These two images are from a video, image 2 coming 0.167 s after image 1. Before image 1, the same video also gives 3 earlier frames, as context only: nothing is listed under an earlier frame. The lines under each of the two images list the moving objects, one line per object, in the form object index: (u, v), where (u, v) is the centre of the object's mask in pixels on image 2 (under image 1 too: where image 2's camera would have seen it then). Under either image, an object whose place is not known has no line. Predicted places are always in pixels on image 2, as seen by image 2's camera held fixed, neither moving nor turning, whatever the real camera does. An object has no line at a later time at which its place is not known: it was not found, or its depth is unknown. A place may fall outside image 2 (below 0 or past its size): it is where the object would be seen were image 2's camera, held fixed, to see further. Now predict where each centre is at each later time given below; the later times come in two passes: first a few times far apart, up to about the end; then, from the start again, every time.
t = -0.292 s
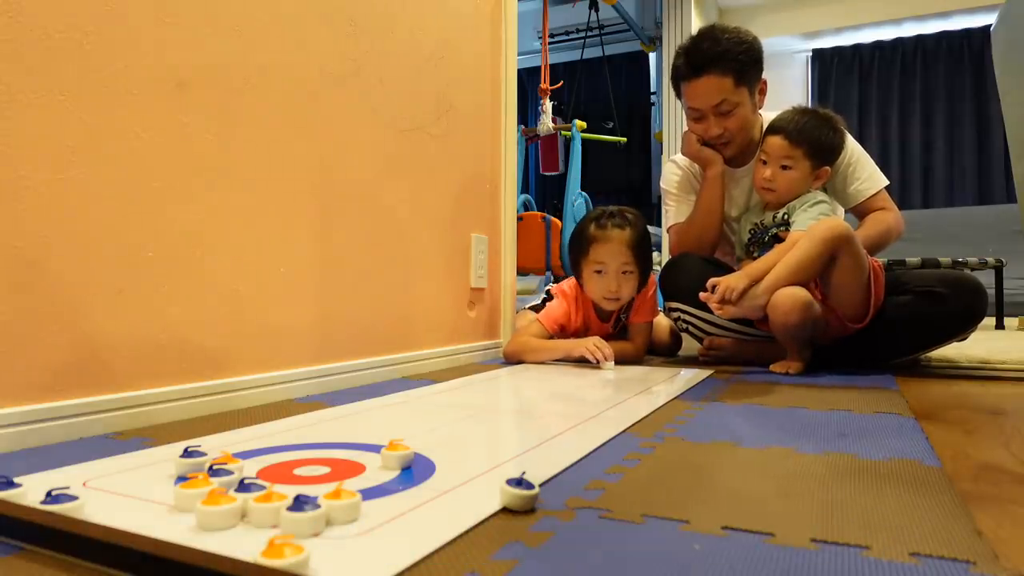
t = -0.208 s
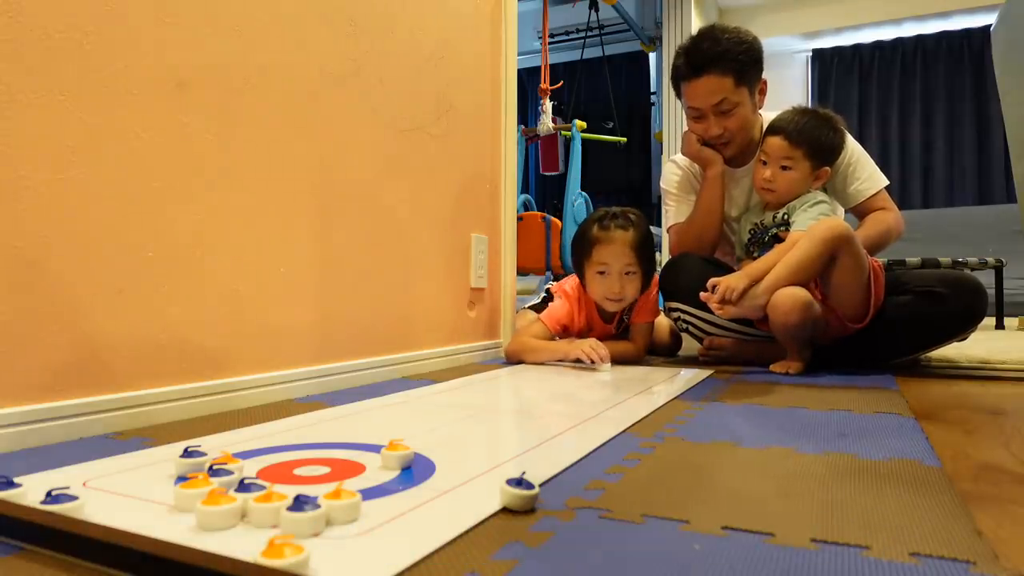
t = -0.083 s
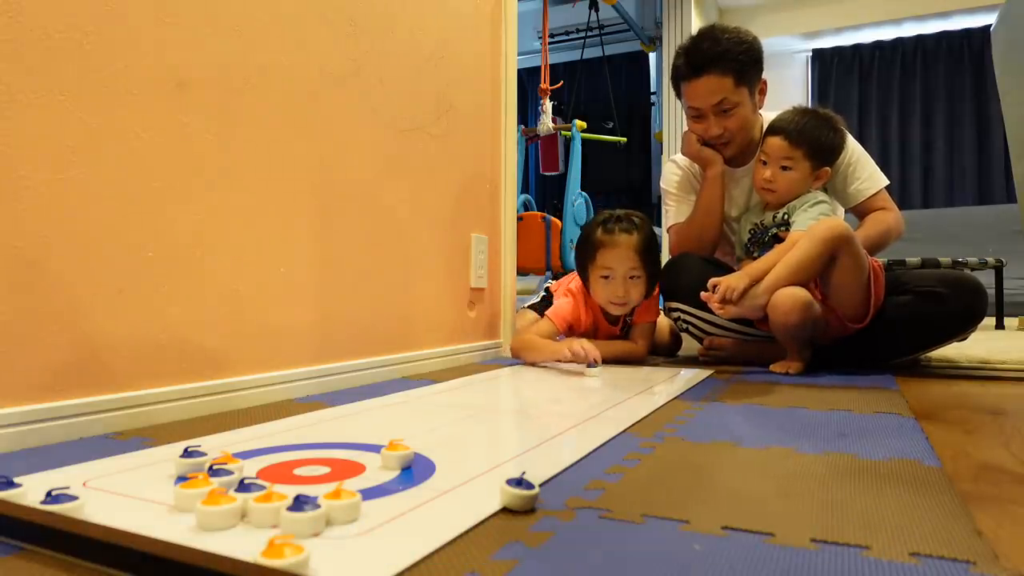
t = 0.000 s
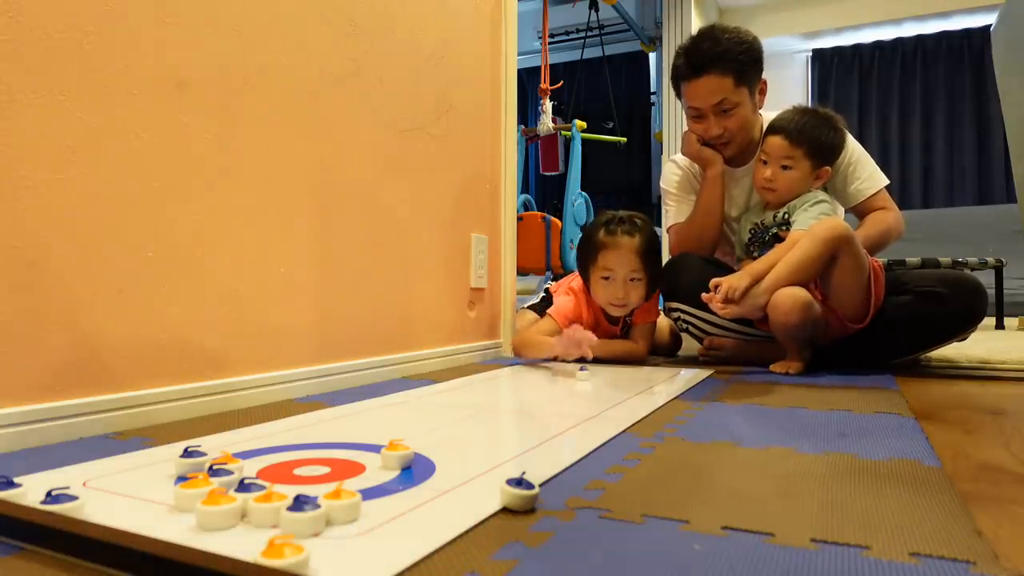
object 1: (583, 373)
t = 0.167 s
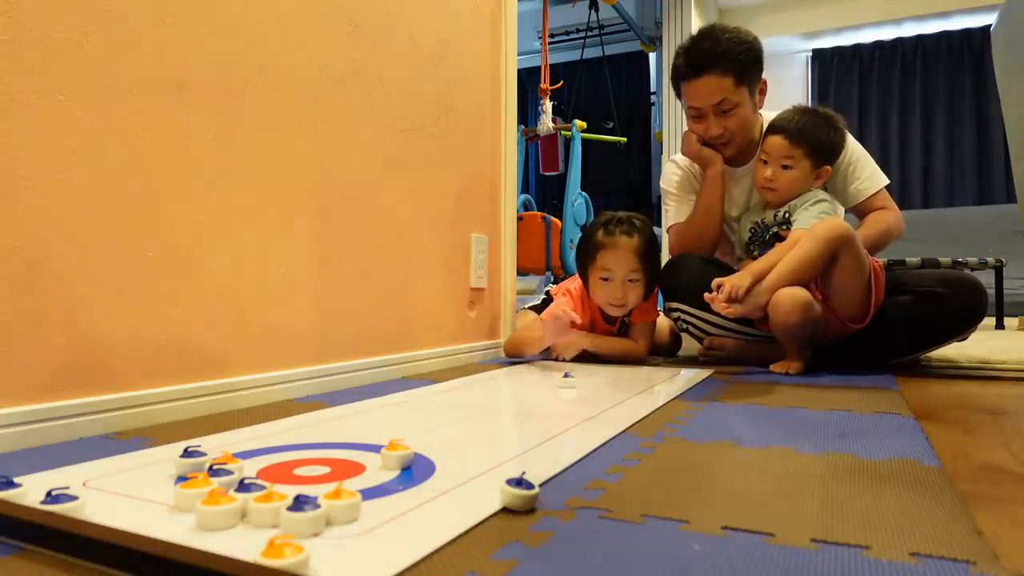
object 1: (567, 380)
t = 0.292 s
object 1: (555, 386)
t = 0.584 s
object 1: (526, 400)
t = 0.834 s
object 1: (502, 412)
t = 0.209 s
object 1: (563, 382)
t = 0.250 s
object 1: (559, 384)
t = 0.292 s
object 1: (555, 386)
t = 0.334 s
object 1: (551, 388)
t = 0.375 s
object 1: (547, 390)
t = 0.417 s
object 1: (543, 392)
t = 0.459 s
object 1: (539, 394)
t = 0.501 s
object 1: (535, 396)
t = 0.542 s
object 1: (530, 398)
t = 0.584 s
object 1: (526, 400)
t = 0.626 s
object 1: (522, 402)
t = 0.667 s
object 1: (518, 404)
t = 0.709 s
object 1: (513, 406)
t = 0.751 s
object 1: (510, 408)
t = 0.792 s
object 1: (506, 410)
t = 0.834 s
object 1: (502, 412)
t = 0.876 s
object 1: (499, 414)
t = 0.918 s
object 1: (495, 416)
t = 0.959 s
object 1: (491, 418)
